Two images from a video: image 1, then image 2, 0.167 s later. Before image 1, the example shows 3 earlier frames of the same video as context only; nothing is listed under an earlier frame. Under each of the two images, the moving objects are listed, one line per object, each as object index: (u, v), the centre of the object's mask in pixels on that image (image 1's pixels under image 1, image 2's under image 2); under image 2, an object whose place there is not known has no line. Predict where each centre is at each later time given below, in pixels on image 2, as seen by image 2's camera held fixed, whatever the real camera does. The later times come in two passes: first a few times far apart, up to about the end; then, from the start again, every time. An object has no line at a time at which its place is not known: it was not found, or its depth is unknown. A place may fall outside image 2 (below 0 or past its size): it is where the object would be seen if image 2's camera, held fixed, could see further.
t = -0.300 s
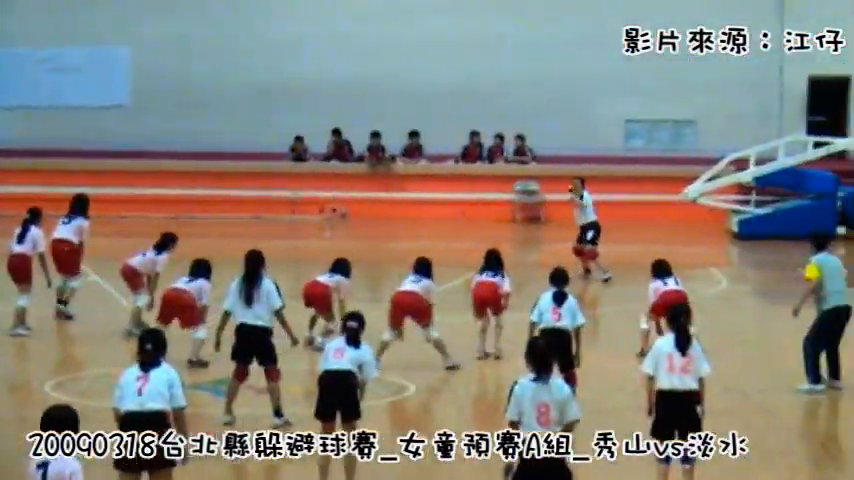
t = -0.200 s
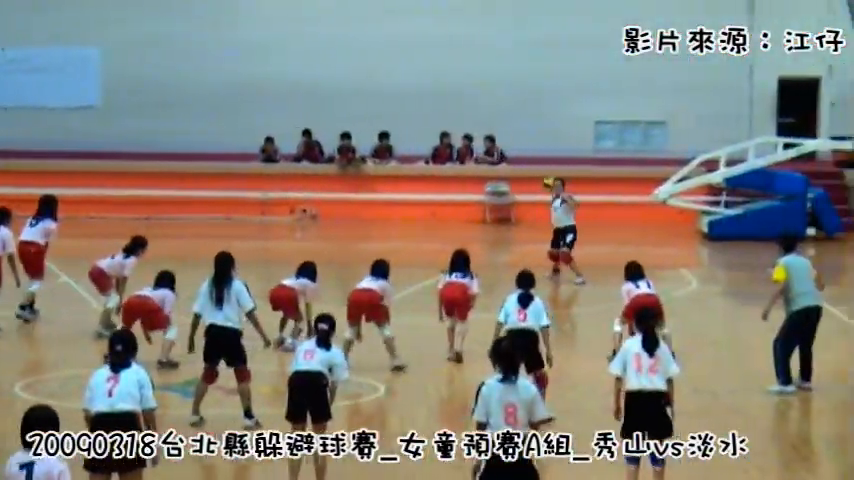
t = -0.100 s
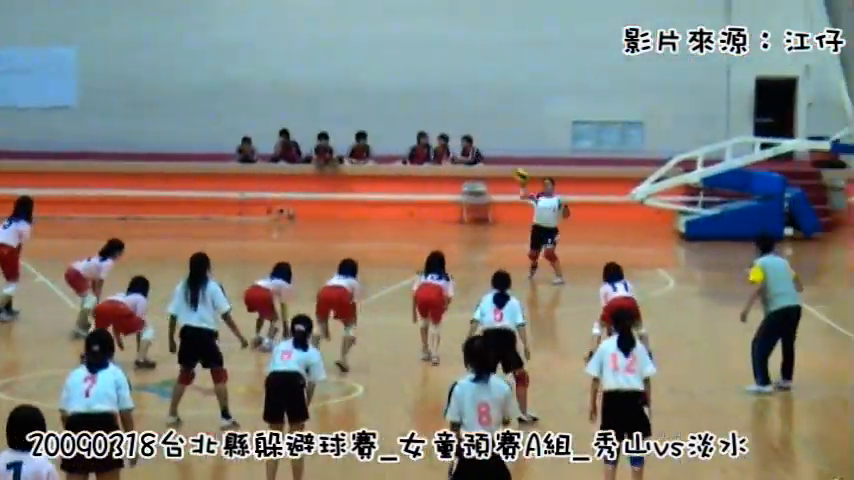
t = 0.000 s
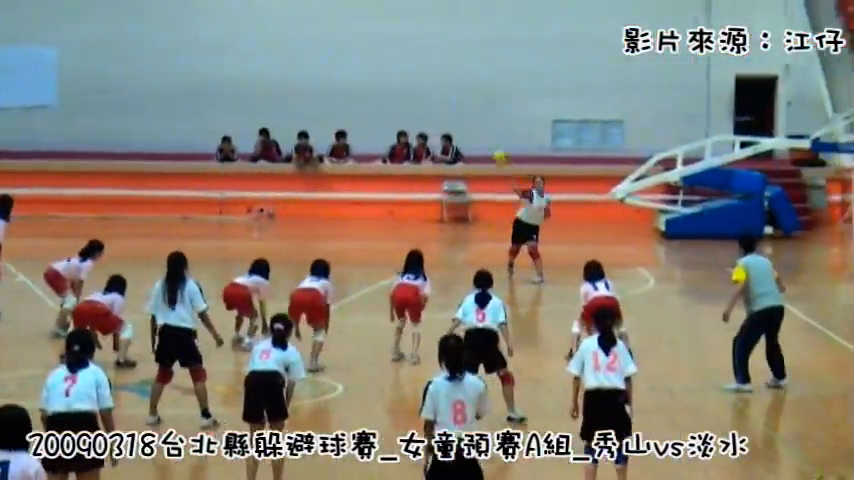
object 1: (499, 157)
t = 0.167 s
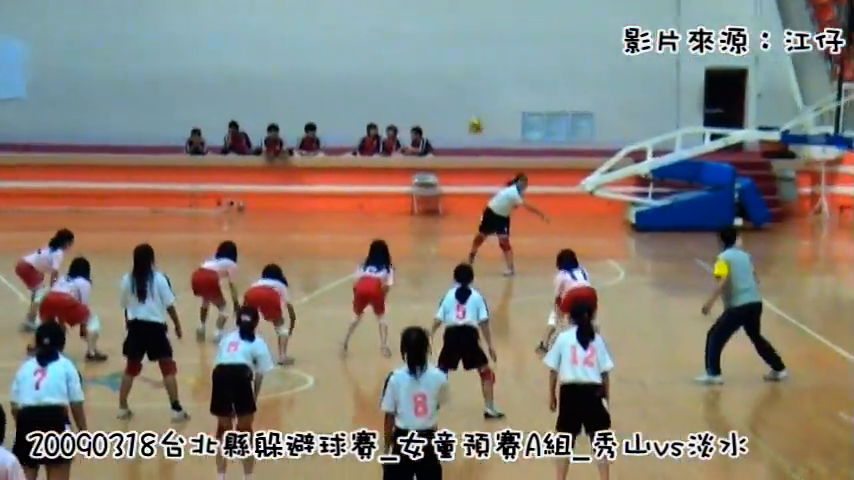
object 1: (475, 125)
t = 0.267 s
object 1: (479, 118)
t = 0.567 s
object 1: (495, 129)
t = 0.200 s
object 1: (476, 123)
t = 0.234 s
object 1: (477, 119)
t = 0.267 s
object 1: (479, 118)
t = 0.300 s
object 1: (481, 117)
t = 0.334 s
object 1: (482, 116)
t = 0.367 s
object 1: (484, 115)
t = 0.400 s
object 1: (486, 115)
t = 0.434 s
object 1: (487, 117)
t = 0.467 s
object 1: (489, 119)
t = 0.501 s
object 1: (492, 121)
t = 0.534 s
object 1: (494, 125)
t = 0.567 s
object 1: (495, 129)
